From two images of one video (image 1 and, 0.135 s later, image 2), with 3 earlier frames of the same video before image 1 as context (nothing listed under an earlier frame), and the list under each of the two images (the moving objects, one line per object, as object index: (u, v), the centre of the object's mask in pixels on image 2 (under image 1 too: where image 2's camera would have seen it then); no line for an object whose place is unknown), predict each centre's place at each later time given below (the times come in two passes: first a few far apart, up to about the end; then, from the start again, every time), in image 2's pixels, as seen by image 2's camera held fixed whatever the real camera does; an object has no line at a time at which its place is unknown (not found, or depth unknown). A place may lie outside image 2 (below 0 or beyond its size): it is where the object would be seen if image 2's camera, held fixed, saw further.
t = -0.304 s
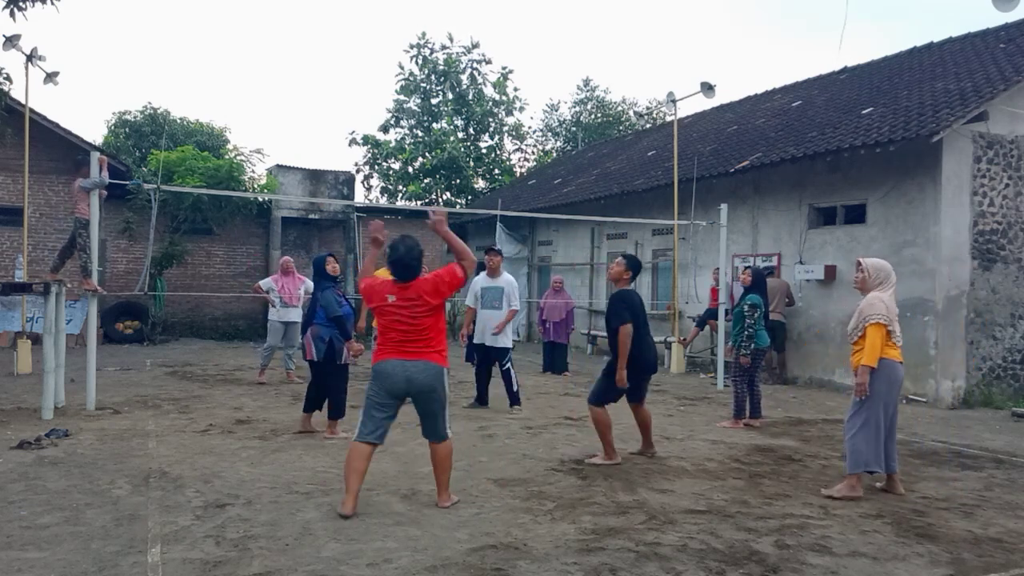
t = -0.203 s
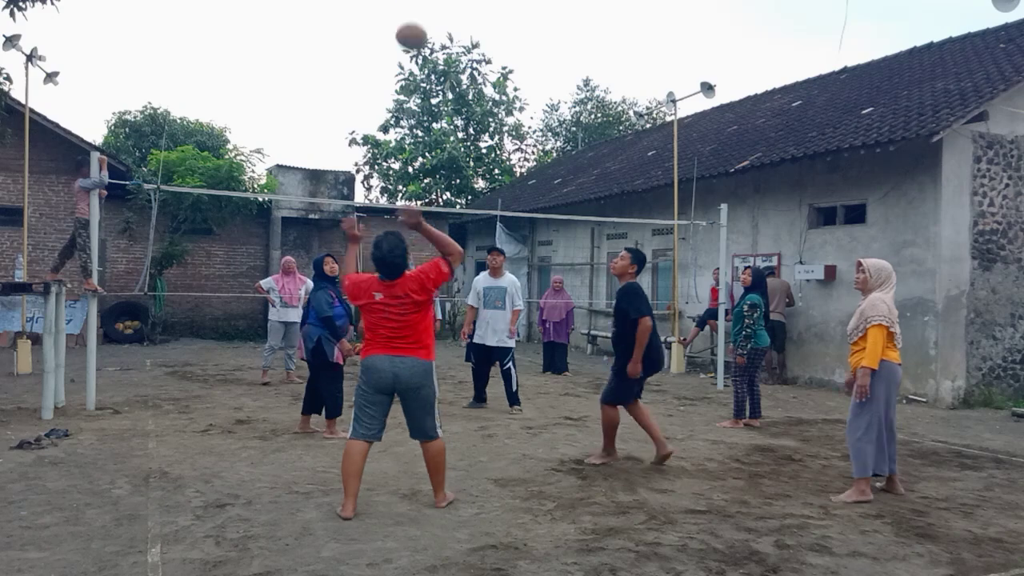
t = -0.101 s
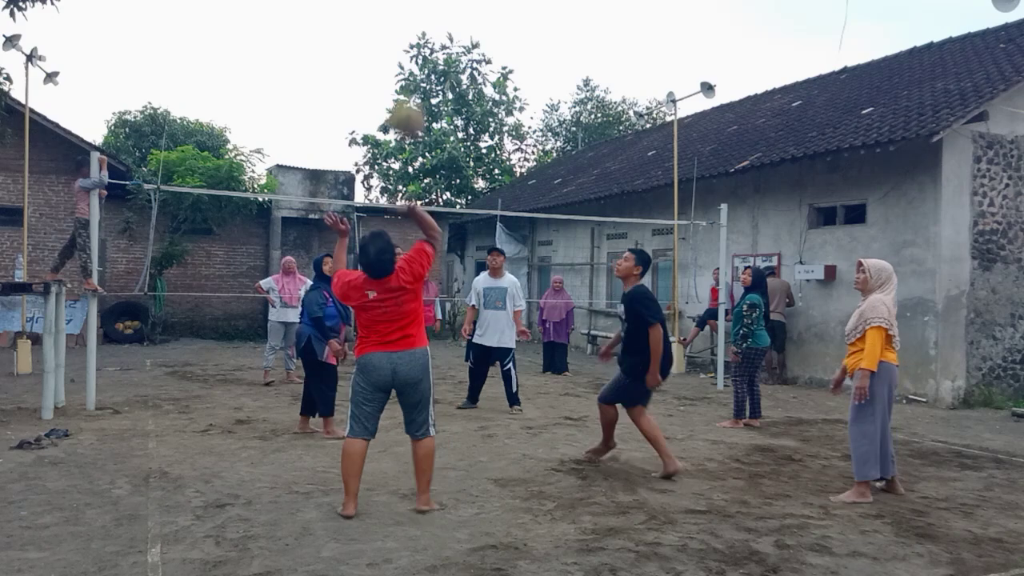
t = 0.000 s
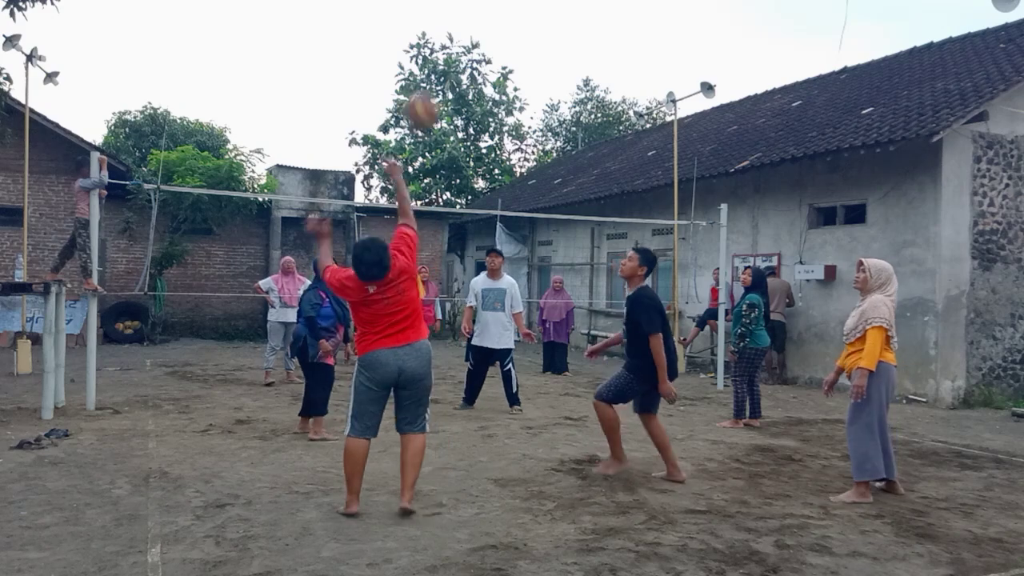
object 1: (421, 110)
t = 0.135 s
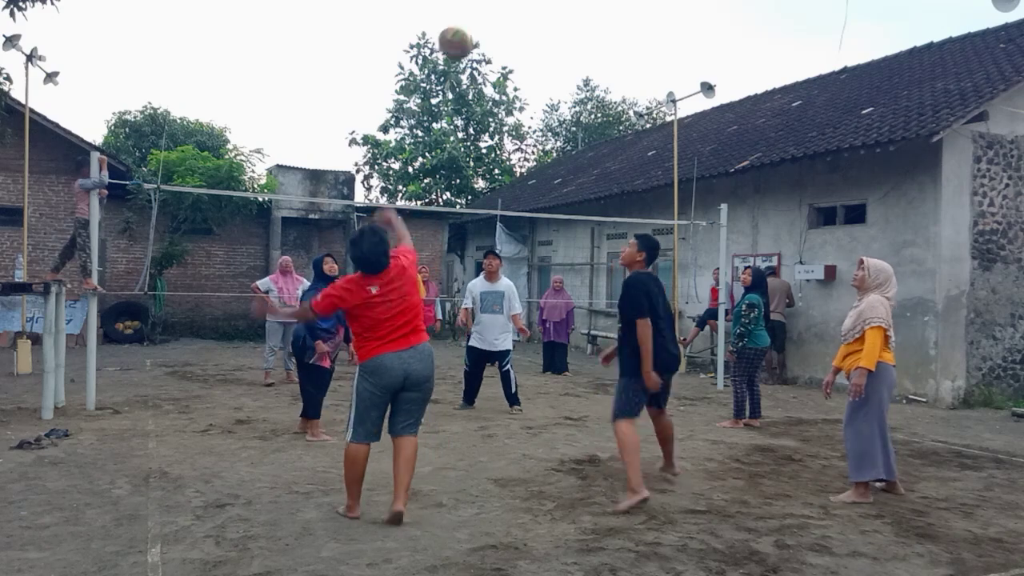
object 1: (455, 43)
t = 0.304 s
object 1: (493, 9)
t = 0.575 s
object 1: (541, 35)
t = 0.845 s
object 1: (579, 148)
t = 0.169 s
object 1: (463, 32)
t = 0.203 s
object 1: (471, 21)
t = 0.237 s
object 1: (479, 14)
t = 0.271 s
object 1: (486, 11)
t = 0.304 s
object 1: (493, 9)
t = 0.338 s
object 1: (499, 8)
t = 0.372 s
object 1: (506, 8)
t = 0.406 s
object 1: (512, 9)
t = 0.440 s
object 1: (518, 10)
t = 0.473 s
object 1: (525, 12)
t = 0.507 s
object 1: (530, 17)
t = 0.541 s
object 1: (536, 25)
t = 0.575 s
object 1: (541, 35)
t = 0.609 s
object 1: (546, 46)
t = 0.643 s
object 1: (551, 57)
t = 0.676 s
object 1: (556, 70)
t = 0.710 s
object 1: (561, 83)
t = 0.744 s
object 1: (566, 98)
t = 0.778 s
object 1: (571, 115)
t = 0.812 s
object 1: (575, 131)
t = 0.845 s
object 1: (579, 148)
